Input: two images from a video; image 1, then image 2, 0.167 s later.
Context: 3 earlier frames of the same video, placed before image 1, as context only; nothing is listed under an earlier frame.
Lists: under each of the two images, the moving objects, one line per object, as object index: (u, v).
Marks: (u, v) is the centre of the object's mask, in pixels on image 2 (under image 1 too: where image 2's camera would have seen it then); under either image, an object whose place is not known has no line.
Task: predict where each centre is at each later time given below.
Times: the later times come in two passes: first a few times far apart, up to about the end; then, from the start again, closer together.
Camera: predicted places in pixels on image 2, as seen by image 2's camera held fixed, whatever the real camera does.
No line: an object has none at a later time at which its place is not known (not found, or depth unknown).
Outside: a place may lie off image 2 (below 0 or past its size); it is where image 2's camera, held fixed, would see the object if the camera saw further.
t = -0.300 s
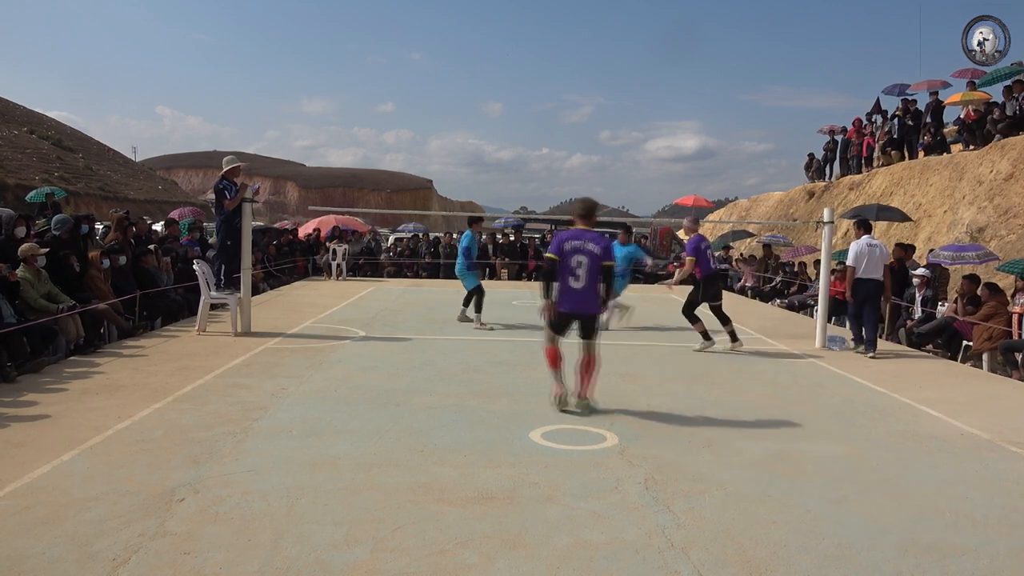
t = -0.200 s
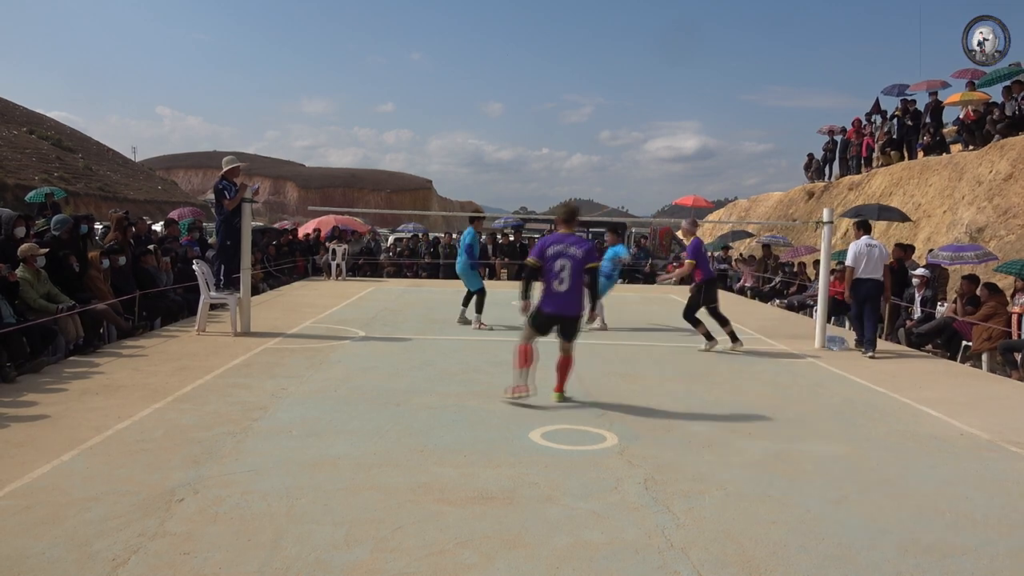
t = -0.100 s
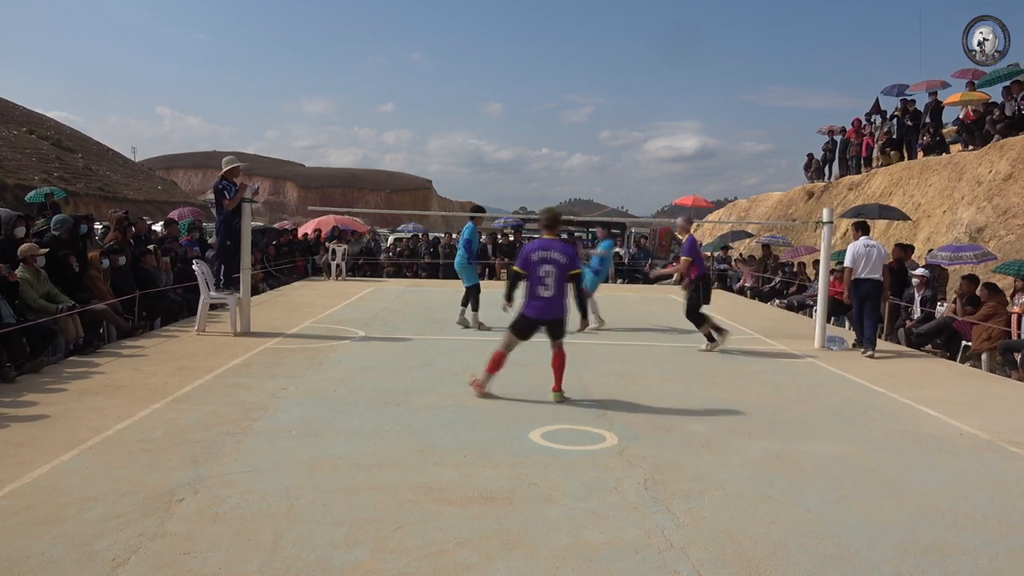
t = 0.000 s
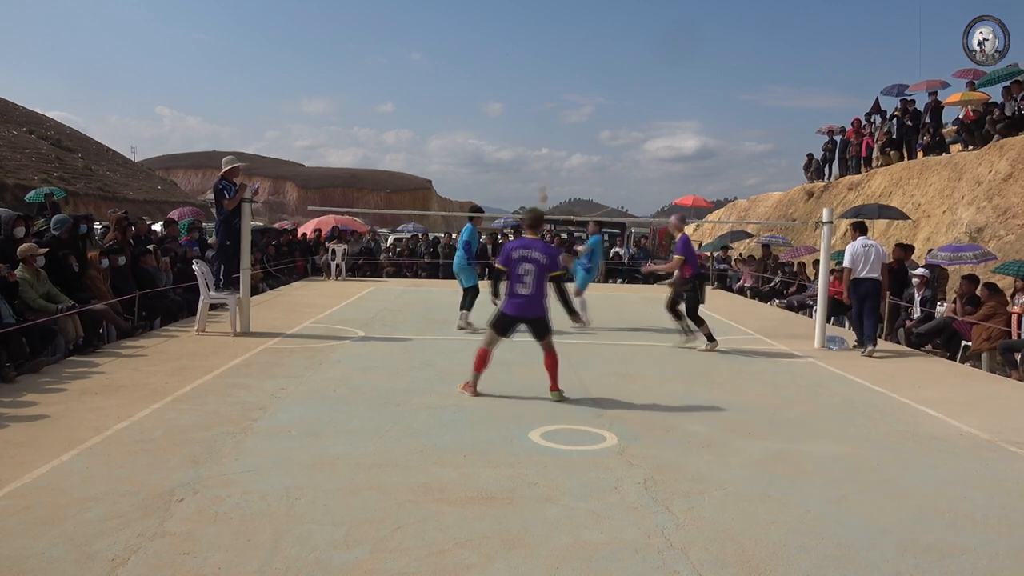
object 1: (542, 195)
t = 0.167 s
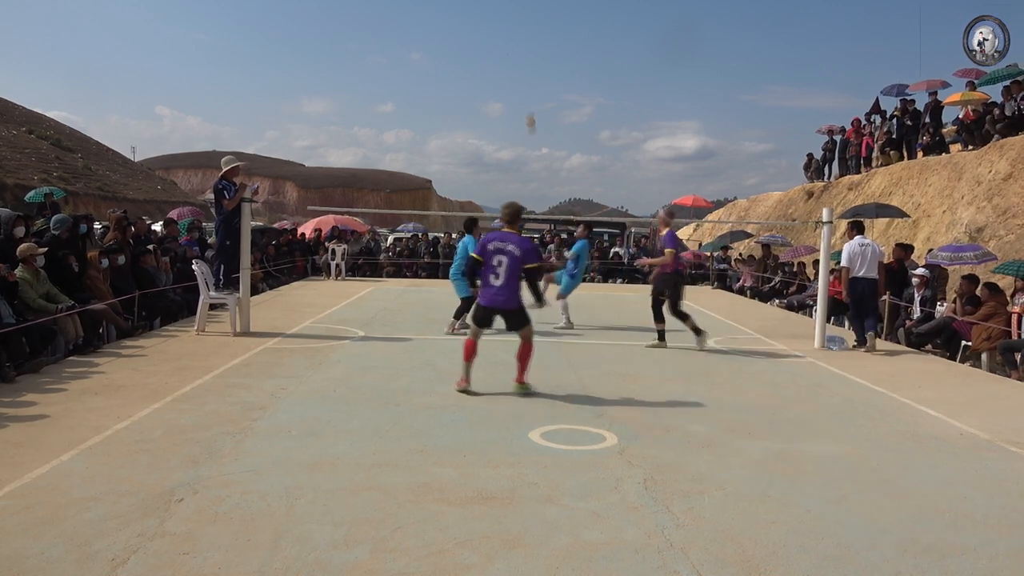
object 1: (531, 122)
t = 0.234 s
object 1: (526, 97)
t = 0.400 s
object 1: (513, 50)
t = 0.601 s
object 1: (496, 21)
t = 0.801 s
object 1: (479, 25)
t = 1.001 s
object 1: (461, 60)
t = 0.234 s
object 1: (526, 97)
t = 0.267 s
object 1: (523, 86)
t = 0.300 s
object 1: (520, 76)
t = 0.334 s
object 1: (518, 67)
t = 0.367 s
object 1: (516, 58)
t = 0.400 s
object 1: (513, 50)
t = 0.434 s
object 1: (510, 44)
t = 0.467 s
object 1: (507, 38)
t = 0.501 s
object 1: (505, 32)
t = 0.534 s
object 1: (502, 29)
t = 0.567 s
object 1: (499, 24)
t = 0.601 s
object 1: (496, 21)
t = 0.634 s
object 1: (493, 20)
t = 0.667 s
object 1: (491, 20)
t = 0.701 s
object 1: (487, 20)
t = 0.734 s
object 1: (485, 21)
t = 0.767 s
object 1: (482, 23)
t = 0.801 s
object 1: (479, 25)
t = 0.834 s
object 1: (476, 29)
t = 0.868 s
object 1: (473, 34)
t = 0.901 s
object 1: (469, 39)
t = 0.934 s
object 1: (467, 46)
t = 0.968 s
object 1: (464, 53)
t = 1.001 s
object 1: (461, 60)
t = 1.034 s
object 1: (458, 70)
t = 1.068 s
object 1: (455, 80)
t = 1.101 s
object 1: (451, 90)
